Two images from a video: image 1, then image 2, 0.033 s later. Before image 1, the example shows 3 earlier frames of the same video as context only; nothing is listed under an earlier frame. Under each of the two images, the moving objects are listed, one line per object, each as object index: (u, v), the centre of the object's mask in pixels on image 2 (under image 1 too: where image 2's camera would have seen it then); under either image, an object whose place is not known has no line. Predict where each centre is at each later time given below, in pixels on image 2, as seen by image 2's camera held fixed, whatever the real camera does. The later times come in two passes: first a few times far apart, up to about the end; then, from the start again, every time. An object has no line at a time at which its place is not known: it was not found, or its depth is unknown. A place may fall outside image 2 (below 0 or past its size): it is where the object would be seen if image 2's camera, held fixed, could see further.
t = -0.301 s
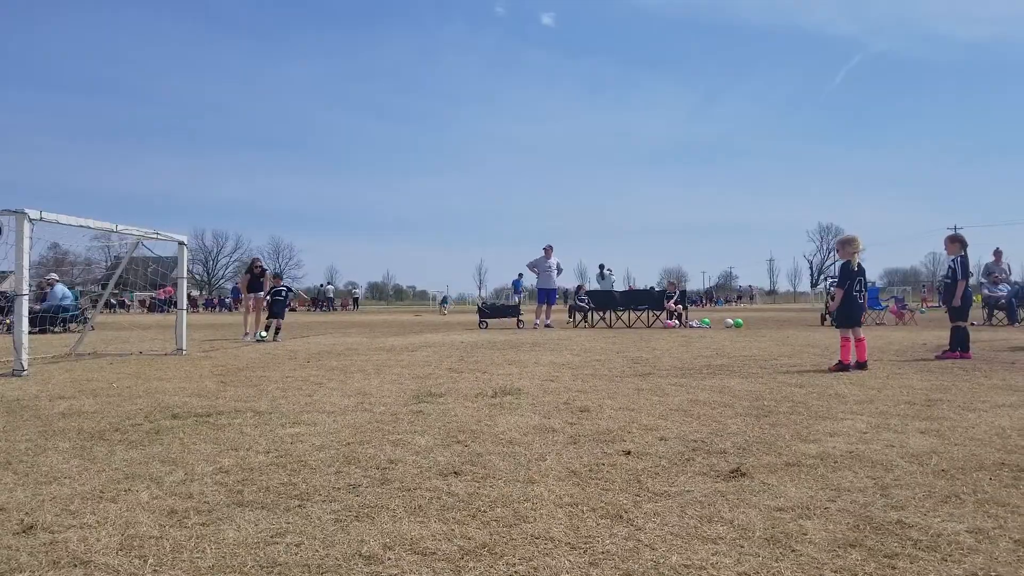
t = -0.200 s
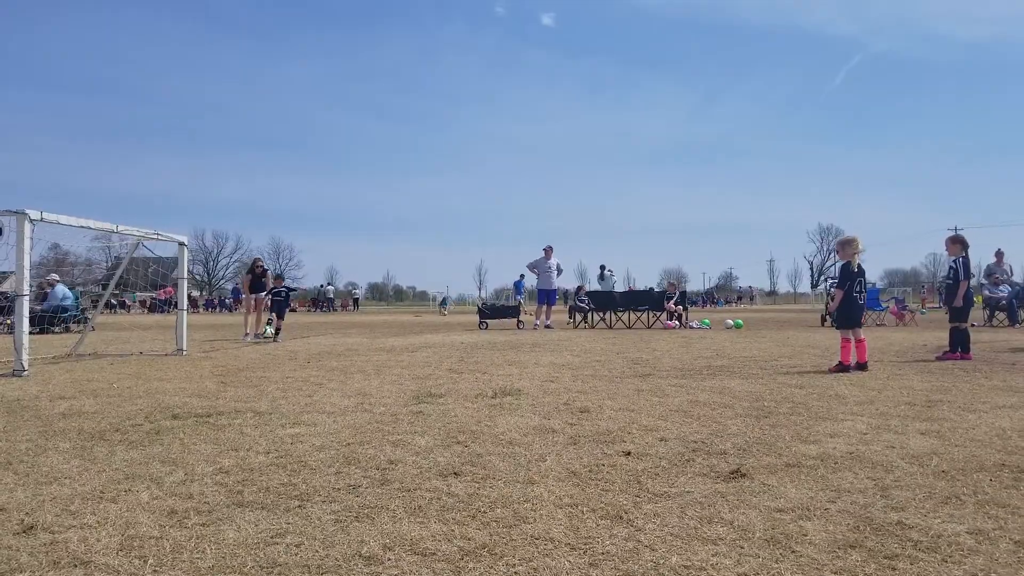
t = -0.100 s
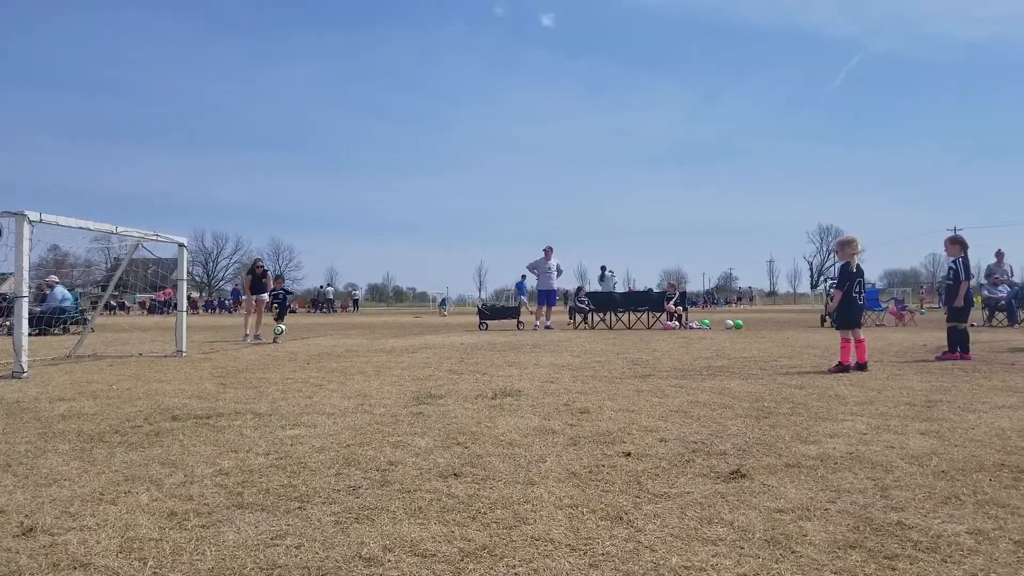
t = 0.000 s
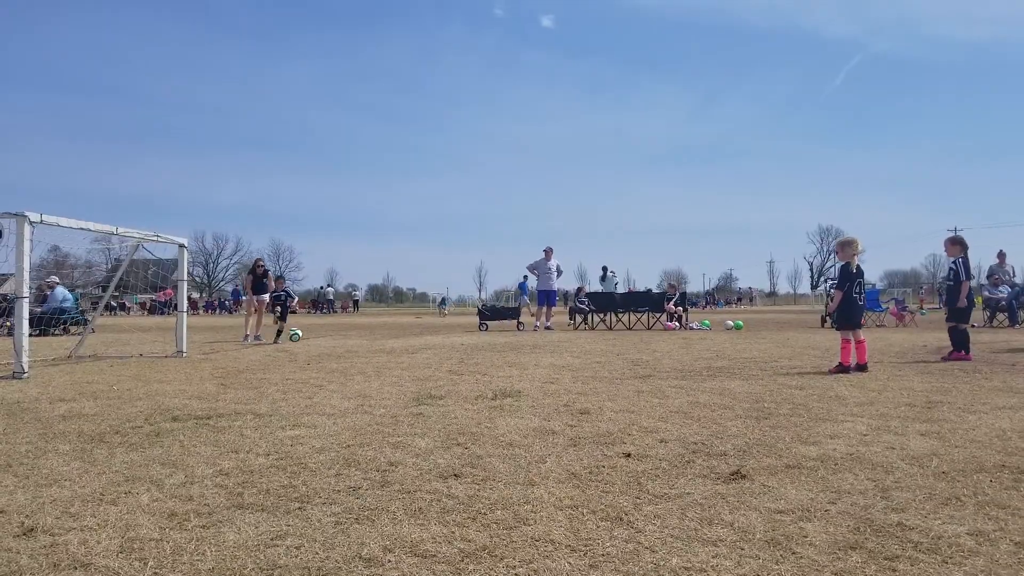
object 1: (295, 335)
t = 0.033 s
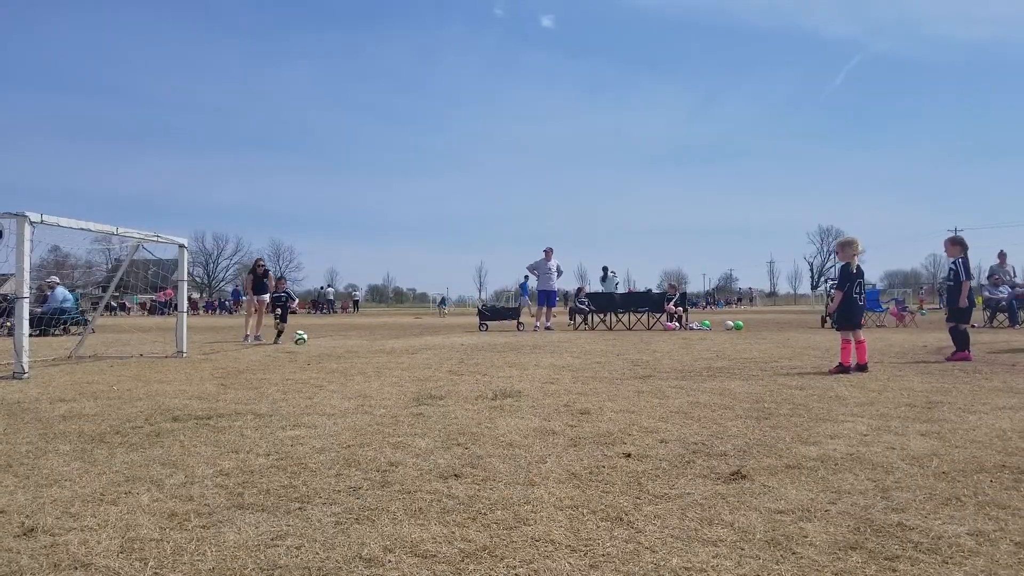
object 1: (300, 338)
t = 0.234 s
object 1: (330, 342)
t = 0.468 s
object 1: (366, 349)
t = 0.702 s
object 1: (400, 358)
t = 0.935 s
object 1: (441, 356)
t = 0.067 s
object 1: (305, 341)
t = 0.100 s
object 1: (310, 345)
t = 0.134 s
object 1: (315, 347)
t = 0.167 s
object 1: (319, 343)
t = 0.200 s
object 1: (324, 343)
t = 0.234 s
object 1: (330, 342)
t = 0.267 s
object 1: (335, 342)
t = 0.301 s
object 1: (340, 342)
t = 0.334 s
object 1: (345, 346)
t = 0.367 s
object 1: (350, 348)
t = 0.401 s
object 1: (356, 353)
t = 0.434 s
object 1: (361, 352)
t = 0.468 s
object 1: (366, 349)
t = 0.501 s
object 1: (371, 347)
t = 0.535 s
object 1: (376, 347)
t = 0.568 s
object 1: (381, 347)
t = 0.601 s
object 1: (385, 348)
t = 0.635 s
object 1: (390, 350)
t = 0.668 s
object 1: (395, 353)
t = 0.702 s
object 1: (400, 358)
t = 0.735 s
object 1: (405, 358)
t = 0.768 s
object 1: (411, 355)
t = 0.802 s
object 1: (416, 353)
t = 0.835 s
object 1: (421, 351)
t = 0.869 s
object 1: (427, 352)
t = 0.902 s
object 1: (434, 354)
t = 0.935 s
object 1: (441, 356)
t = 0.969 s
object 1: (448, 361)
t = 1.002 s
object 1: (455, 367)
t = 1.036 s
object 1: (463, 366)
